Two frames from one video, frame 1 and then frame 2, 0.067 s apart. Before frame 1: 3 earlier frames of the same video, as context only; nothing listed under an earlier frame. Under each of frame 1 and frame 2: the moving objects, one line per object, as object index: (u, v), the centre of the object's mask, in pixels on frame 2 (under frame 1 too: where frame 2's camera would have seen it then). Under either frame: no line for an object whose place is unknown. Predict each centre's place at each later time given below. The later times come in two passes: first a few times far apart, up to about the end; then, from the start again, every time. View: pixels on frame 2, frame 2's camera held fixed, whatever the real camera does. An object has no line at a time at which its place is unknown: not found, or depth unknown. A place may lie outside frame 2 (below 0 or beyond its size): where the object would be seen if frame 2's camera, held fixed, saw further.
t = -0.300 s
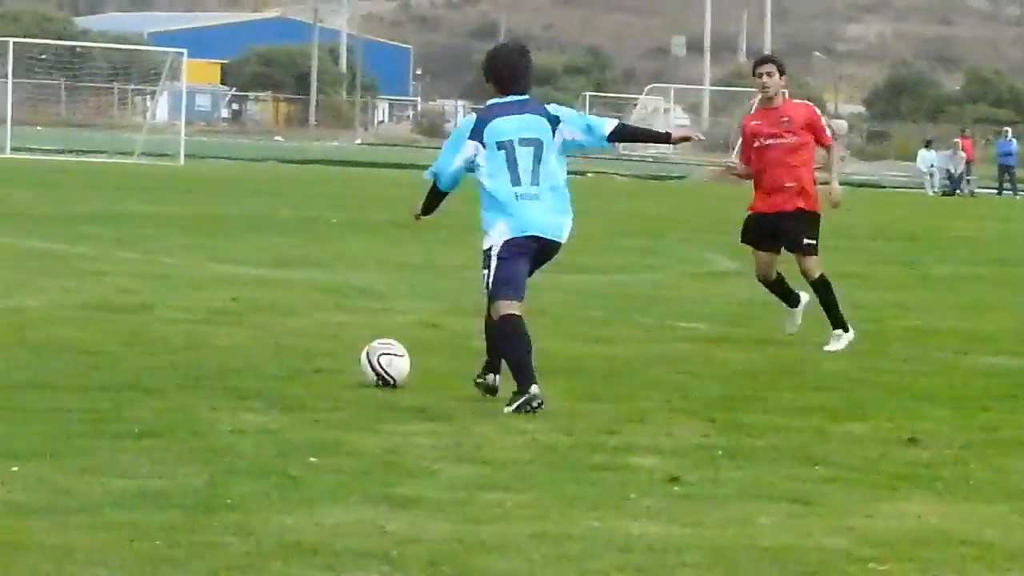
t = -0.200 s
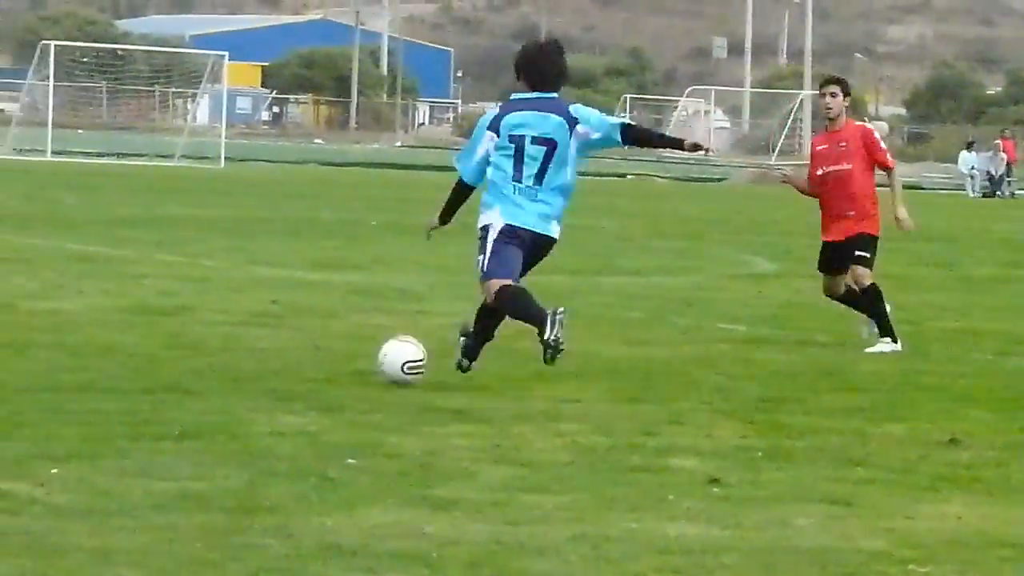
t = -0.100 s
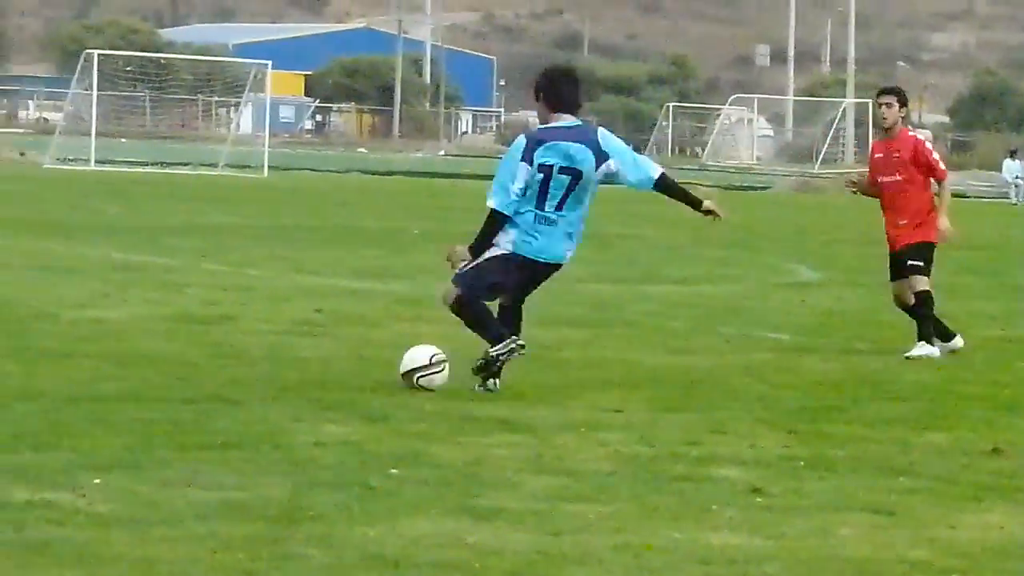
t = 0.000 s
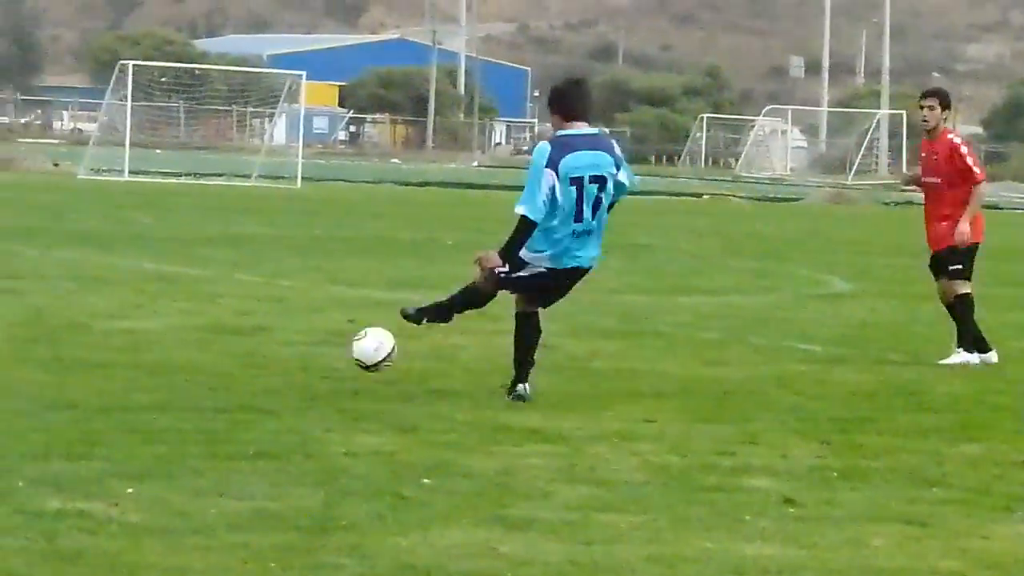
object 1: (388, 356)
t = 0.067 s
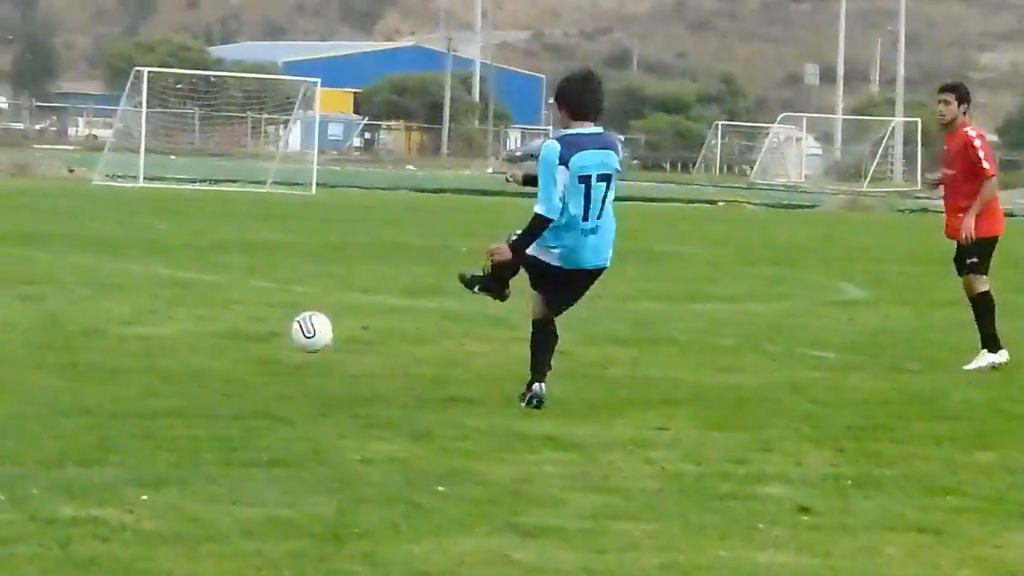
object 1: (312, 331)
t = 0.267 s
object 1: (169, 277)
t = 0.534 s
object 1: (69, 244)
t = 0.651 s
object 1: (34, 258)
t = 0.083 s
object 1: (293, 327)
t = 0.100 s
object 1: (278, 325)
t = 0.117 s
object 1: (262, 322)
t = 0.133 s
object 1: (247, 321)
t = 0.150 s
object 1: (233, 321)
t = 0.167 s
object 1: (221, 322)
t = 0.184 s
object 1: (209, 321)
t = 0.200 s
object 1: (199, 314)
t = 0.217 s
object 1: (193, 303)
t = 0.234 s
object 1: (183, 292)
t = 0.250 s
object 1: (176, 283)
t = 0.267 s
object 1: (169, 277)
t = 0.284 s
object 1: (161, 268)
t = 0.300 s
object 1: (154, 262)
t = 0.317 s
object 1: (146, 257)
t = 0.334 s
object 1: (140, 253)
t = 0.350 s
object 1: (133, 249)
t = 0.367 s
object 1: (125, 244)
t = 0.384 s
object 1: (120, 242)
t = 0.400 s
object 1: (113, 241)
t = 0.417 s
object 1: (107, 239)
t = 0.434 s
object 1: (102, 239)
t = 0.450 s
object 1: (95, 238)
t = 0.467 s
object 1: (91, 238)
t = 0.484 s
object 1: (84, 240)
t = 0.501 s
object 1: (79, 240)
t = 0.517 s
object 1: (75, 242)
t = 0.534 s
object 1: (69, 244)
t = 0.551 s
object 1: (64, 247)
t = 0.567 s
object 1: (58, 251)
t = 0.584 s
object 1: (53, 253)
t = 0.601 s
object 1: (49, 257)
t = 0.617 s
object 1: (42, 262)
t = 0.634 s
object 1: (39, 263)
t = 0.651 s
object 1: (34, 258)
